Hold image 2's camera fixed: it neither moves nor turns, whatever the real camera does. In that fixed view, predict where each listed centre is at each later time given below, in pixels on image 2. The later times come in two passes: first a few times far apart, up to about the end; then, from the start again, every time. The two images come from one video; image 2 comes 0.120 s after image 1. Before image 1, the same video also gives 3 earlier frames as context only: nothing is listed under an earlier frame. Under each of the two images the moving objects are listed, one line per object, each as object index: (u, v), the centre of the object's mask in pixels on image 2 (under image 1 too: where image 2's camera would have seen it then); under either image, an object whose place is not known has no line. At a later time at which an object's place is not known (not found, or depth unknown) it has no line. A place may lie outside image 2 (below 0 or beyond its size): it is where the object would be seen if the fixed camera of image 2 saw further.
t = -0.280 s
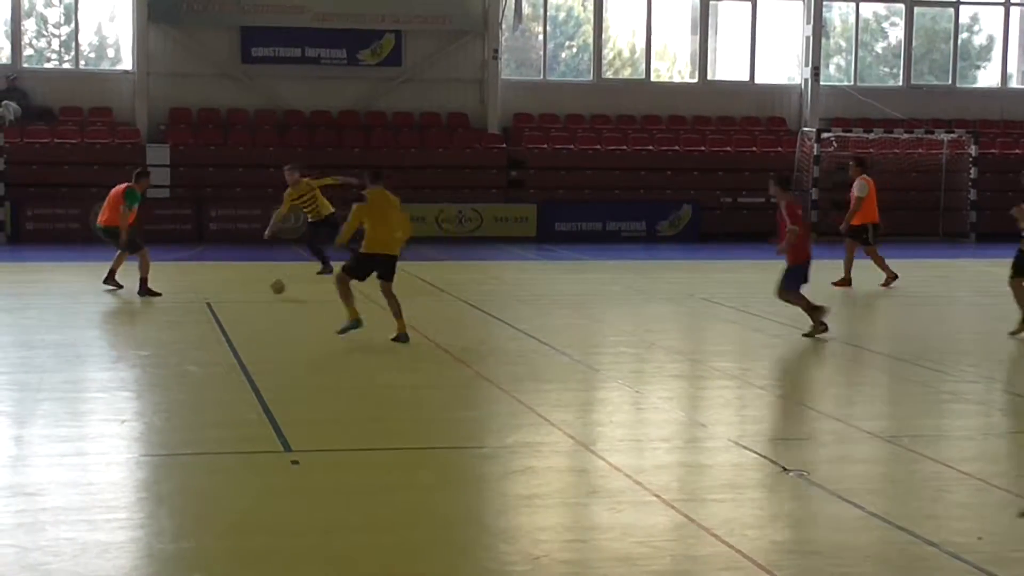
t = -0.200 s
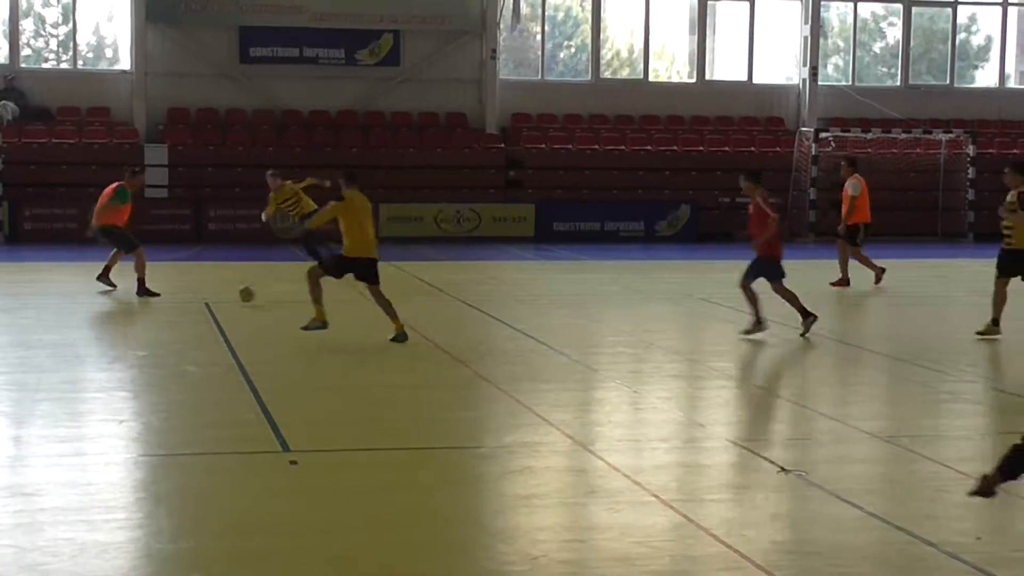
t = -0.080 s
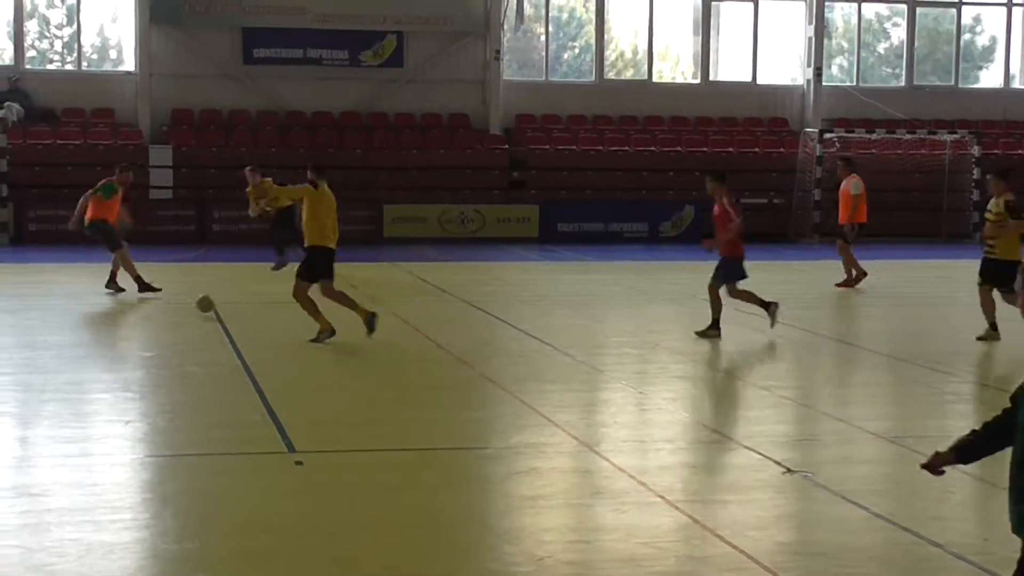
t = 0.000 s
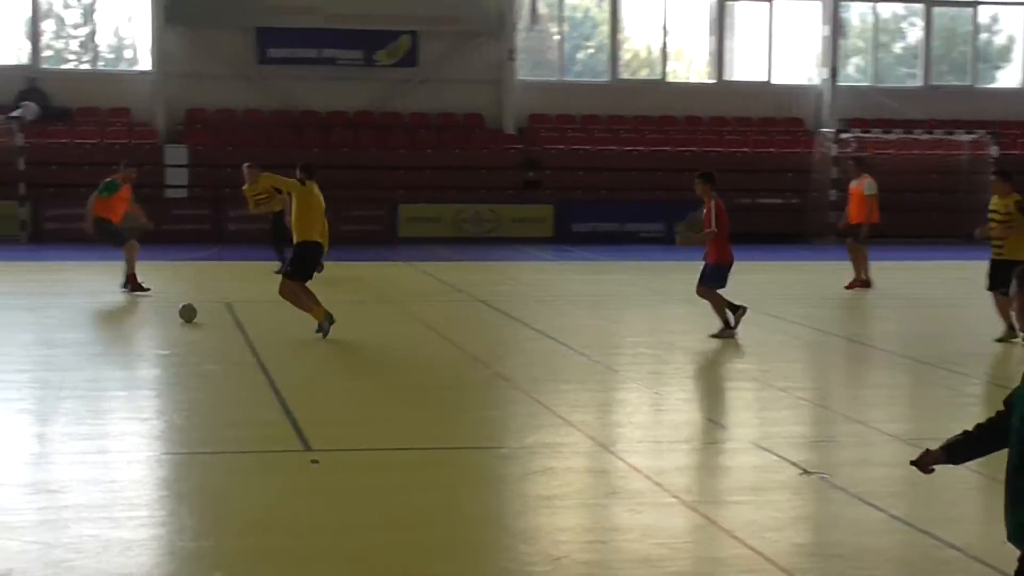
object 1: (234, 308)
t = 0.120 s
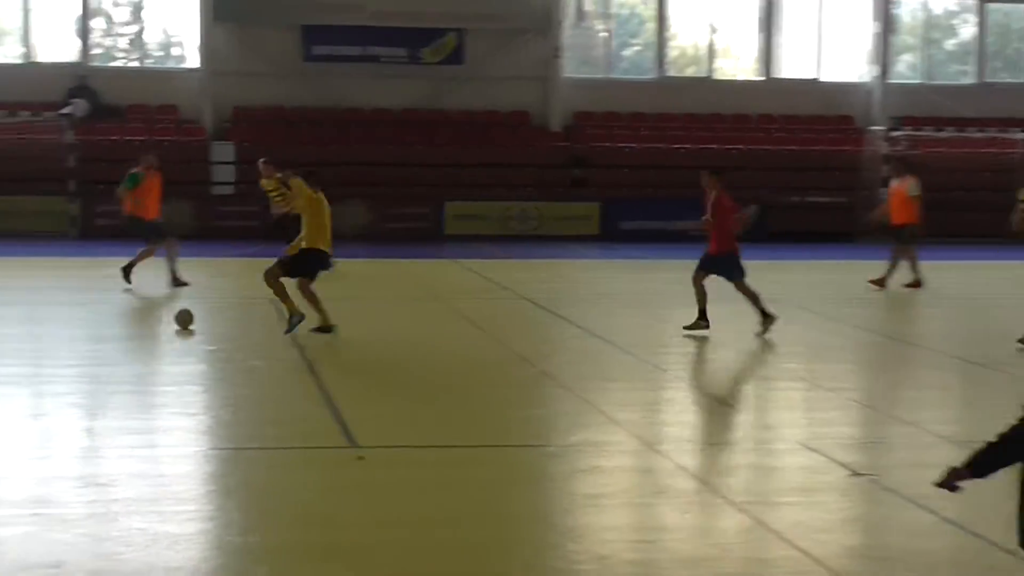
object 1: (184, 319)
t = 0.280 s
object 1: (115, 332)
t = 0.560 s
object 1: (-28, 361)
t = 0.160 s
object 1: (168, 320)
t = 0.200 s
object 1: (150, 323)
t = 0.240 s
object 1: (133, 328)
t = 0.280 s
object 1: (115, 332)
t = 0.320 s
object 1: (97, 337)
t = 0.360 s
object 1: (79, 341)
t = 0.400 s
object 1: (59, 345)
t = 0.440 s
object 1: (38, 349)
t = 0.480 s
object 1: (17, 354)
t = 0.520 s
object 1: (-5, 357)
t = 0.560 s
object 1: (-28, 361)
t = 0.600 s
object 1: (-52, 366)
